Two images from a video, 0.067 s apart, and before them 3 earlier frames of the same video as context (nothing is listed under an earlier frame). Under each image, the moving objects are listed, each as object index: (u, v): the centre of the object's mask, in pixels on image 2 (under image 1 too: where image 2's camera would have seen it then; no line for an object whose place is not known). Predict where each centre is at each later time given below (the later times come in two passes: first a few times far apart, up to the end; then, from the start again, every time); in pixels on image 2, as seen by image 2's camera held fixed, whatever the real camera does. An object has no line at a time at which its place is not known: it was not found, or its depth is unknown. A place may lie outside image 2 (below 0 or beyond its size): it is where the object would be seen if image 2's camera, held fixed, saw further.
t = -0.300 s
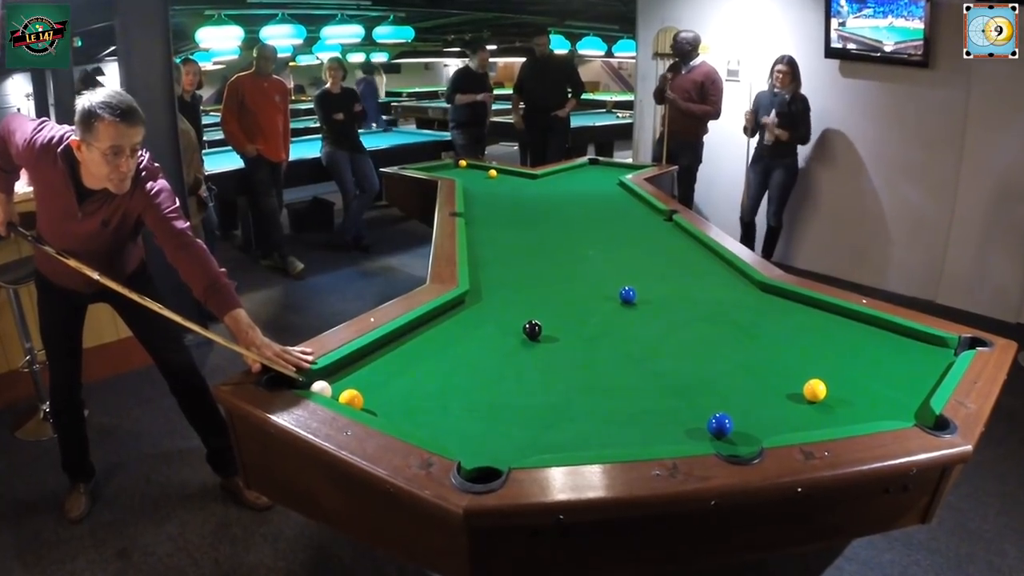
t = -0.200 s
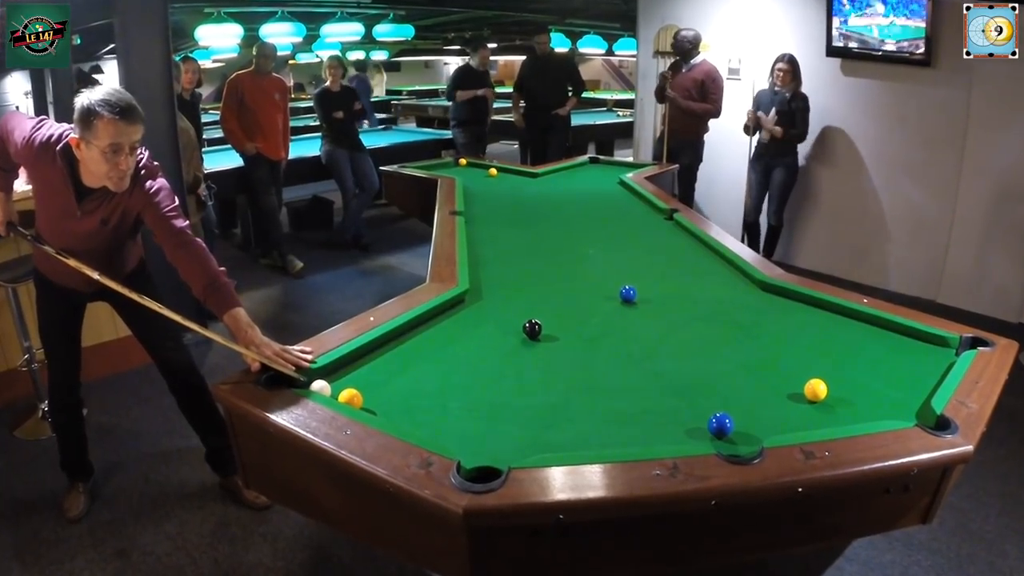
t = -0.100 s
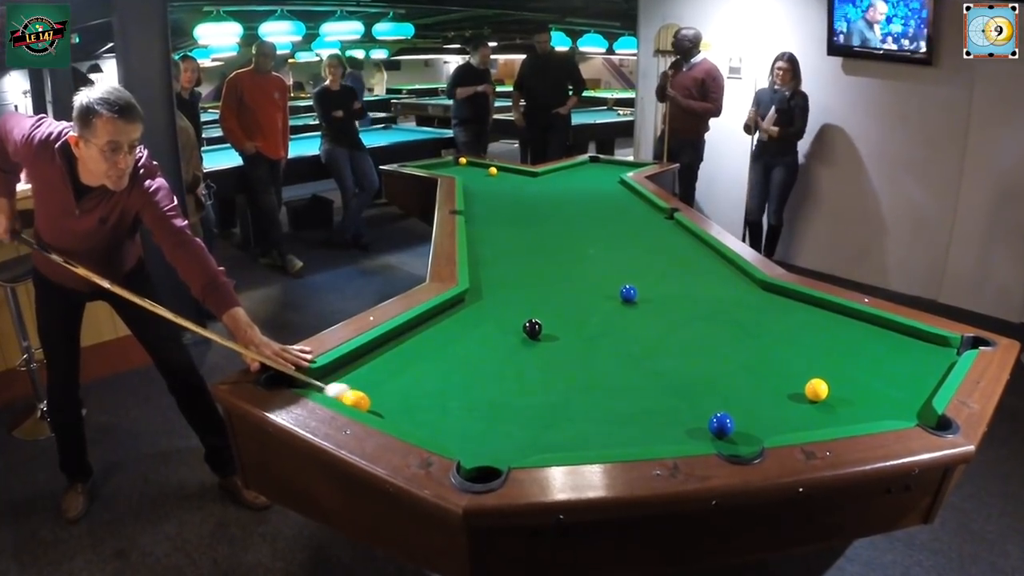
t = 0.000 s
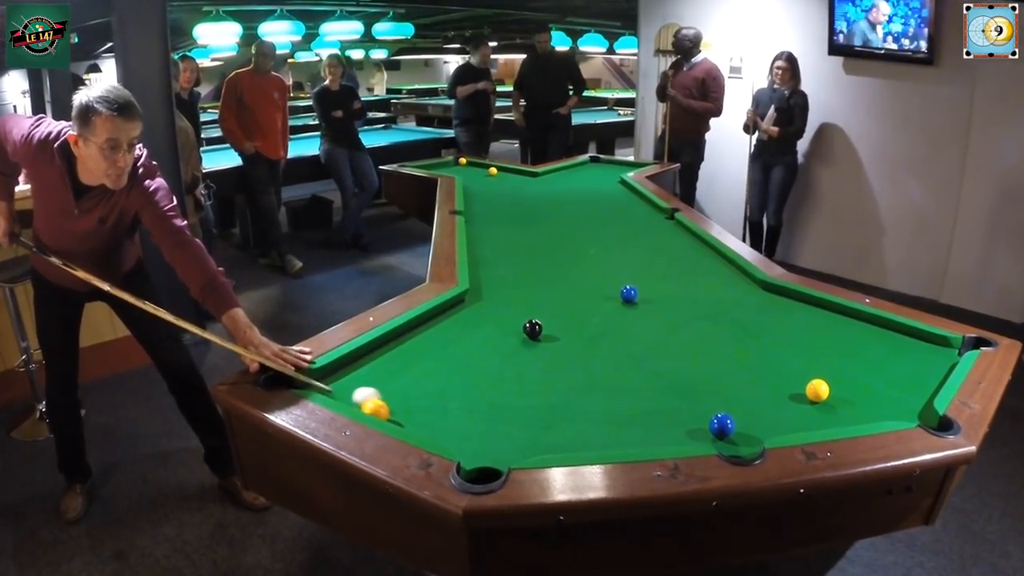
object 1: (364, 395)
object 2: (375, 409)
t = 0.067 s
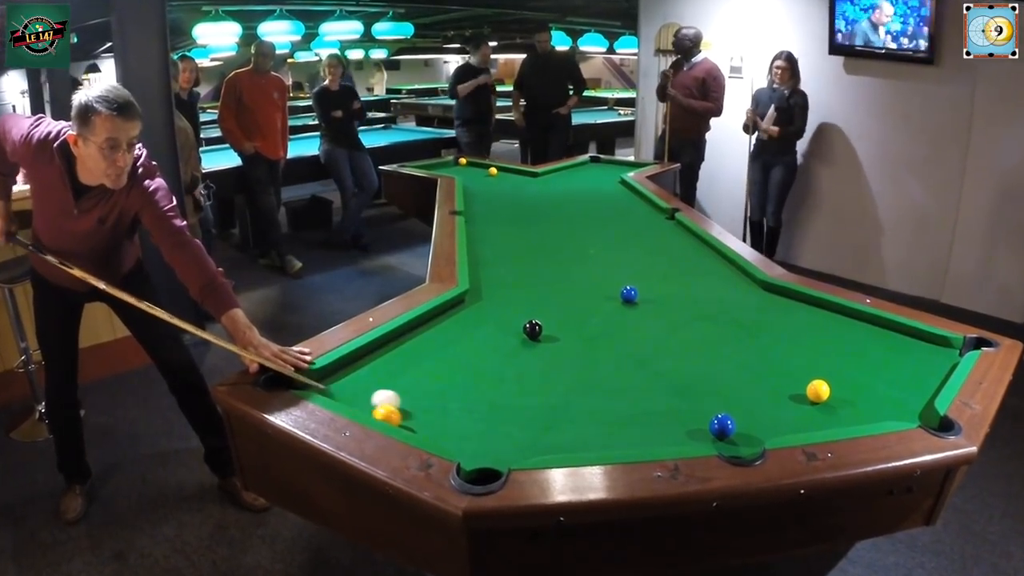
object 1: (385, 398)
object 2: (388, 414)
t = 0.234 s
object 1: (435, 405)
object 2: (417, 425)
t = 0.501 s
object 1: (514, 411)
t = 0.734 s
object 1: (582, 416)
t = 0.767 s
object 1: (592, 417)
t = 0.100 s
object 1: (395, 400)
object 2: (394, 416)
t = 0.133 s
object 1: (405, 401)
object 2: (399, 418)
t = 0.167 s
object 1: (415, 403)
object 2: (406, 420)
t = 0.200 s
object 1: (425, 404)
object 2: (412, 423)
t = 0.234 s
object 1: (435, 405)
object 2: (417, 425)
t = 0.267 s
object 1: (445, 406)
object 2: (424, 427)
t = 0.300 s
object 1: (455, 407)
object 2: (430, 429)
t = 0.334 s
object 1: (465, 408)
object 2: (437, 431)
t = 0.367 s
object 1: (475, 408)
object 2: (443, 433)
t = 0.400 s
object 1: (485, 409)
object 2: (450, 436)
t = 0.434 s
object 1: (494, 410)
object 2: (456, 438)
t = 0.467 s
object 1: (504, 411)
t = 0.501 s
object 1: (514, 411)
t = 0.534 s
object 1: (524, 412)
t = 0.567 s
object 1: (534, 413)
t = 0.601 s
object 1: (544, 414)
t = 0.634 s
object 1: (554, 414)
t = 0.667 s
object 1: (563, 415)
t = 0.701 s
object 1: (573, 416)
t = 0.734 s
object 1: (582, 416)
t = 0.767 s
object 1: (592, 417)
